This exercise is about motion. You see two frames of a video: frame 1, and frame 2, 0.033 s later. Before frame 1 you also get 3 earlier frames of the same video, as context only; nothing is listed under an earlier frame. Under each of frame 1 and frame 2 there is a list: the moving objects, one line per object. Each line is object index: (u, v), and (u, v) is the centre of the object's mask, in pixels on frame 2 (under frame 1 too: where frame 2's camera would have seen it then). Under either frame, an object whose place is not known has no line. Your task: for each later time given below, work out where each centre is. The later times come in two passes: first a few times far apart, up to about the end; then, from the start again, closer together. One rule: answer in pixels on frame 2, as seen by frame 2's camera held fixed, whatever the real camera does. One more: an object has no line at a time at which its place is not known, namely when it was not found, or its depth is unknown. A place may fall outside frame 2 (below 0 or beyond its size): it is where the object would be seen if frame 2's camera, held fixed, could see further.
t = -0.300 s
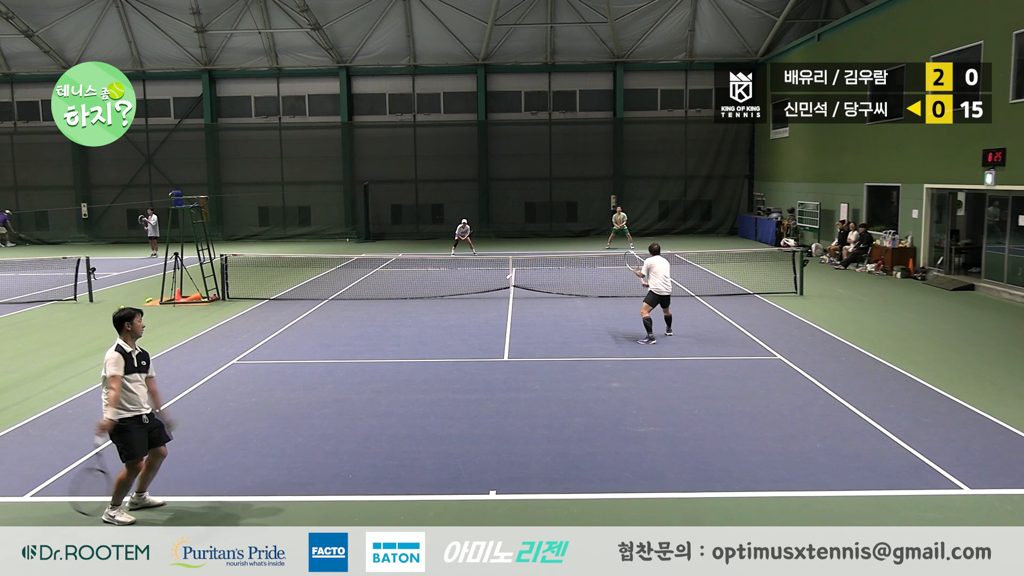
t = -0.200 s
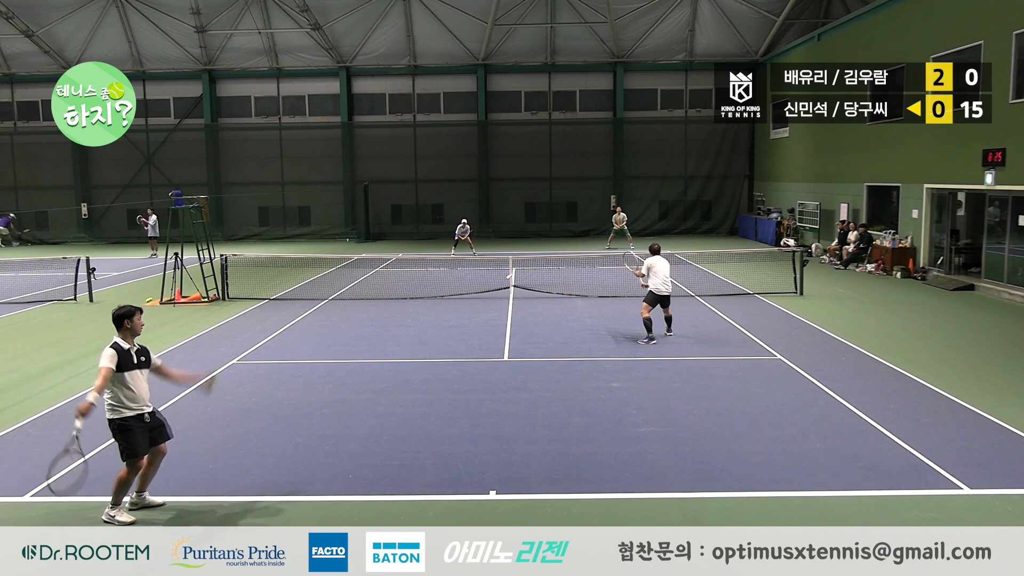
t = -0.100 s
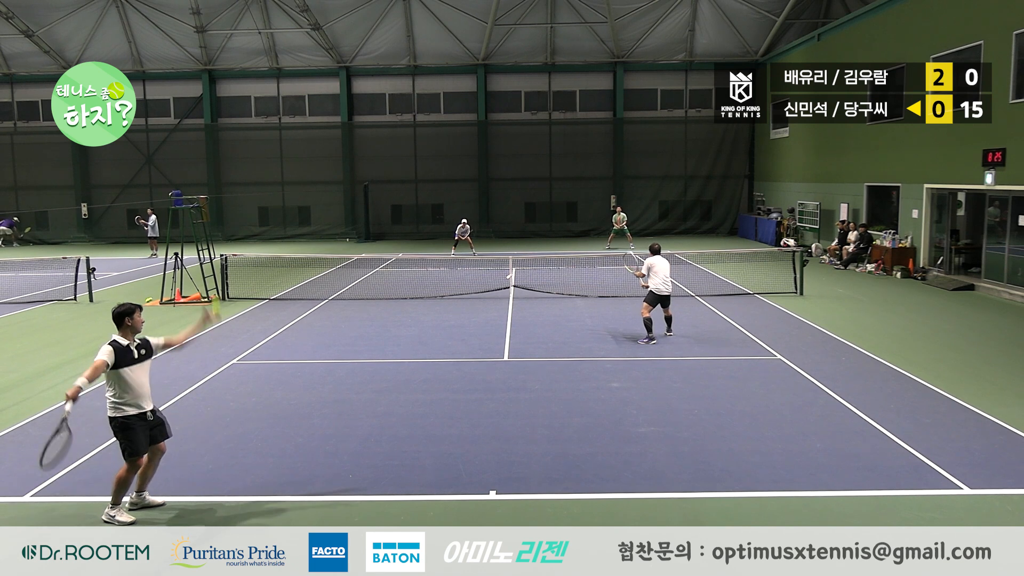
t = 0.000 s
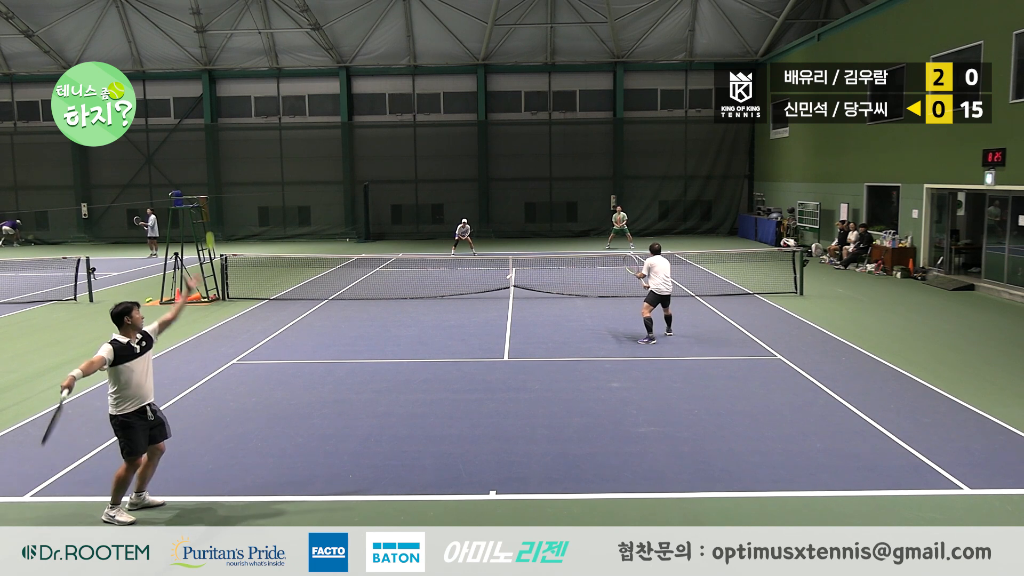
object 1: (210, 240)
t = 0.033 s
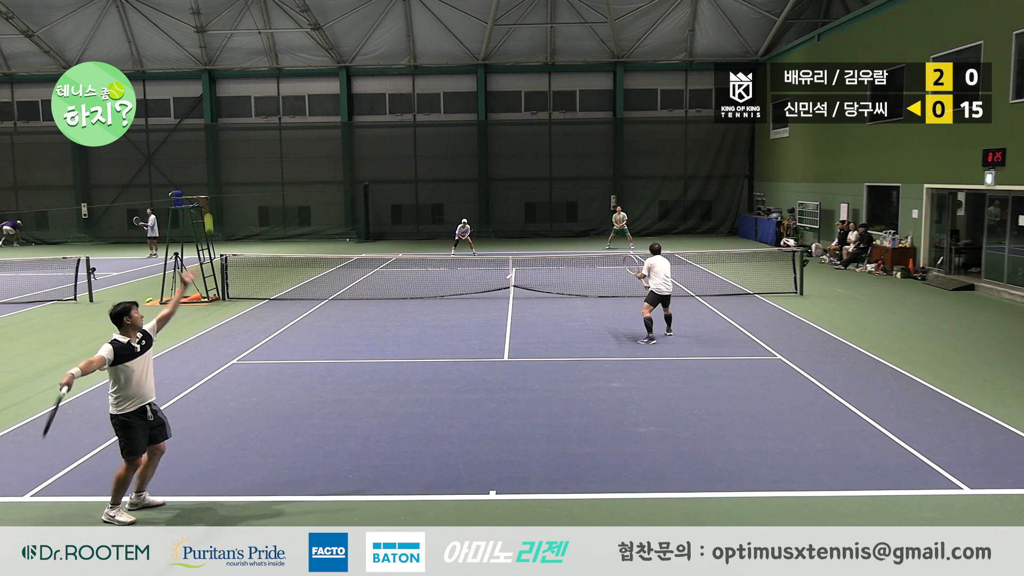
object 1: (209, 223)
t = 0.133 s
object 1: (204, 175)
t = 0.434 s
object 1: (196, 96)
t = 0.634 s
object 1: (192, 101)
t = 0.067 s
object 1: (207, 206)
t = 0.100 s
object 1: (205, 188)
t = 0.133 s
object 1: (204, 175)
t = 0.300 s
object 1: (198, 118)
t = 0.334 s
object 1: (198, 111)
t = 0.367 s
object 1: (197, 104)
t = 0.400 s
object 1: (197, 99)
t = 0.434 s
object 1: (196, 96)
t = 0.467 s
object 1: (195, 93)
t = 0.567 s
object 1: (193, 94)
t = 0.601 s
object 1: (192, 97)
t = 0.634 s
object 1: (192, 101)
